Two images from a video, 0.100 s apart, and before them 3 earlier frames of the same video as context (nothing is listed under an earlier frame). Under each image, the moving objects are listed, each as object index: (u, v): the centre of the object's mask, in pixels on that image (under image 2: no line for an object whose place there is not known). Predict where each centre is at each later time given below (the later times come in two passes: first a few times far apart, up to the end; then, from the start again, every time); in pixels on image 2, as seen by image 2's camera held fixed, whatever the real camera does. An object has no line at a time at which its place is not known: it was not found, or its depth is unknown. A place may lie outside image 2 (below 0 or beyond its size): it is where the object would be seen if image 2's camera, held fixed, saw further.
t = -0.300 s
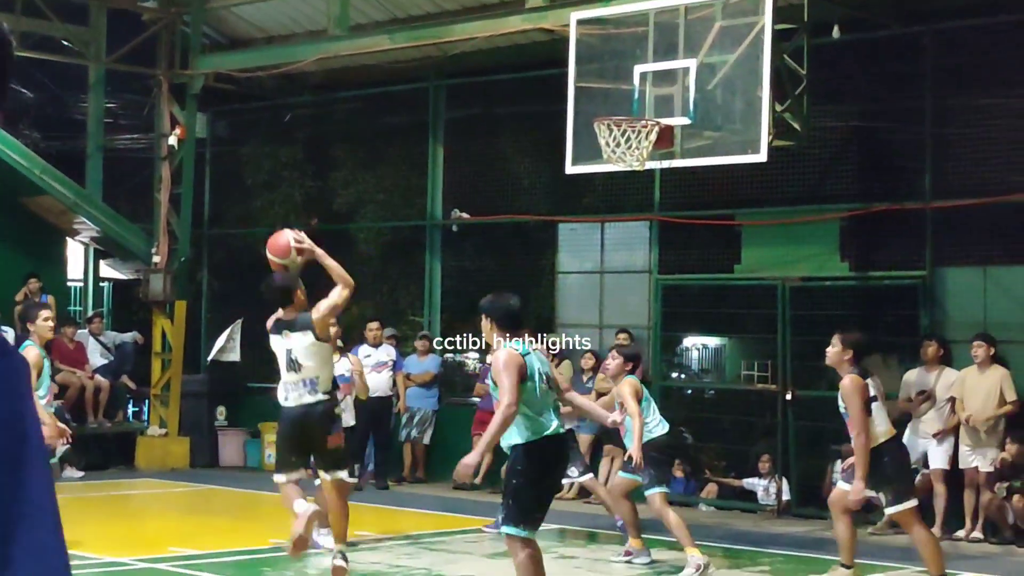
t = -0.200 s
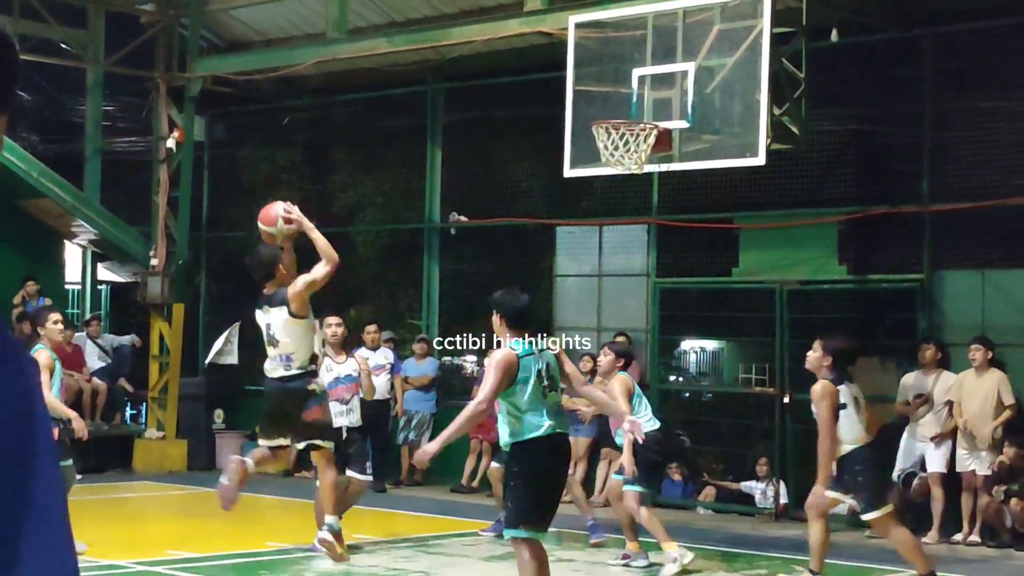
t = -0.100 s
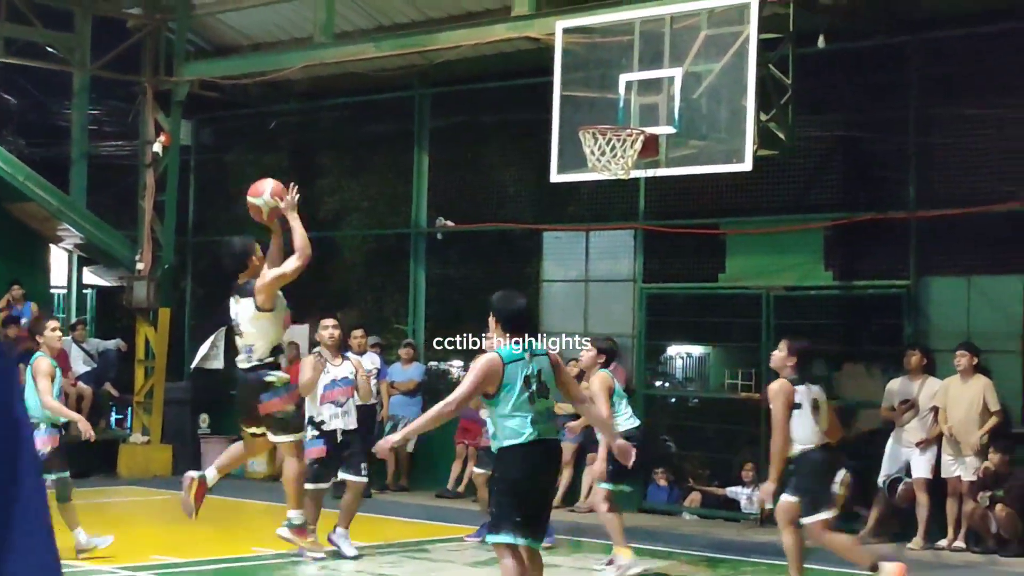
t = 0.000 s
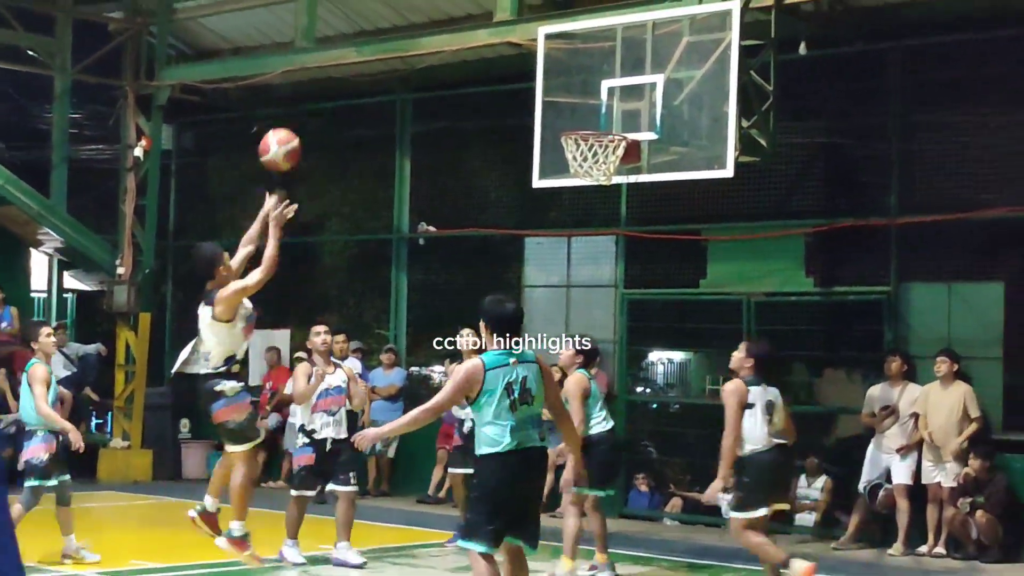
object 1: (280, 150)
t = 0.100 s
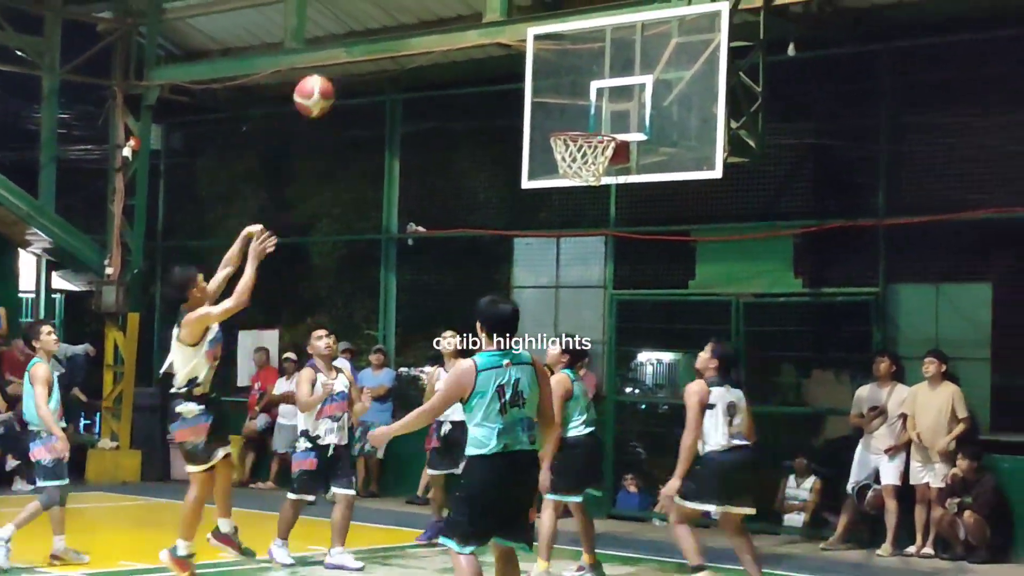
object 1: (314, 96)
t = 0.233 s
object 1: (371, 51)
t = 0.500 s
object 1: (473, 44)
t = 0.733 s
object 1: (551, 119)
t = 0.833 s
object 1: (544, 158)
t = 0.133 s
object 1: (329, 82)
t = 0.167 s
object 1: (343, 70)
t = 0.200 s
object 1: (357, 59)
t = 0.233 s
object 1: (371, 51)
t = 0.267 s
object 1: (385, 44)
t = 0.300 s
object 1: (398, 39)
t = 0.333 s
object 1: (411, 35)
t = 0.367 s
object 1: (424, 34)
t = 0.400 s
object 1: (437, 34)
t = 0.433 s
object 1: (449, 36)
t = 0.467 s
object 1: (461, 40)
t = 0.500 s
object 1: (473, 44)
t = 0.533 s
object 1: (485, 50)
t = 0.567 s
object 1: (496, 58)
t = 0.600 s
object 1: (507, 68)
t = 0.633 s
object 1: (518, 78)
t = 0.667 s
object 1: (529, 90)
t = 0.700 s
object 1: (541, 104)
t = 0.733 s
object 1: (551, 119)
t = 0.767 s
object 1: (558, 133)
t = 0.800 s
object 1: (551, 144)
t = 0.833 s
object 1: (544, 158)
